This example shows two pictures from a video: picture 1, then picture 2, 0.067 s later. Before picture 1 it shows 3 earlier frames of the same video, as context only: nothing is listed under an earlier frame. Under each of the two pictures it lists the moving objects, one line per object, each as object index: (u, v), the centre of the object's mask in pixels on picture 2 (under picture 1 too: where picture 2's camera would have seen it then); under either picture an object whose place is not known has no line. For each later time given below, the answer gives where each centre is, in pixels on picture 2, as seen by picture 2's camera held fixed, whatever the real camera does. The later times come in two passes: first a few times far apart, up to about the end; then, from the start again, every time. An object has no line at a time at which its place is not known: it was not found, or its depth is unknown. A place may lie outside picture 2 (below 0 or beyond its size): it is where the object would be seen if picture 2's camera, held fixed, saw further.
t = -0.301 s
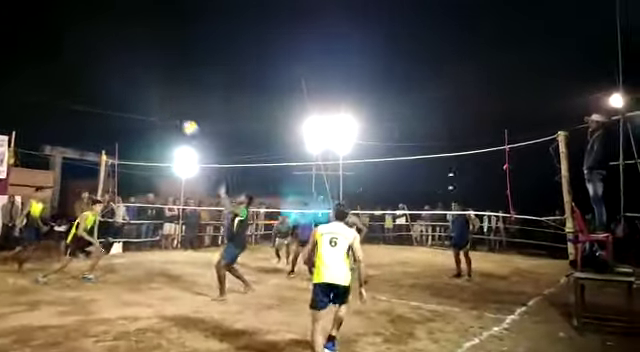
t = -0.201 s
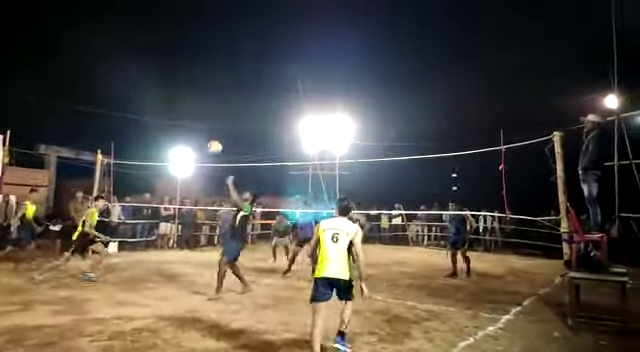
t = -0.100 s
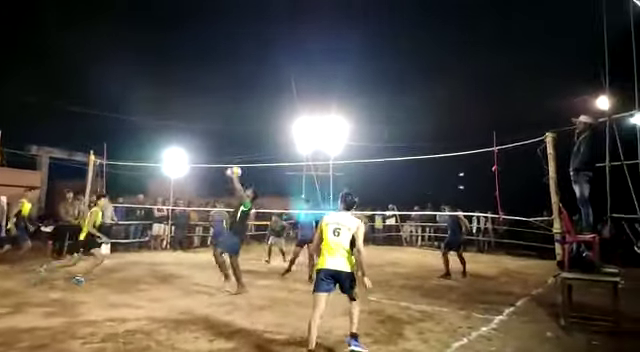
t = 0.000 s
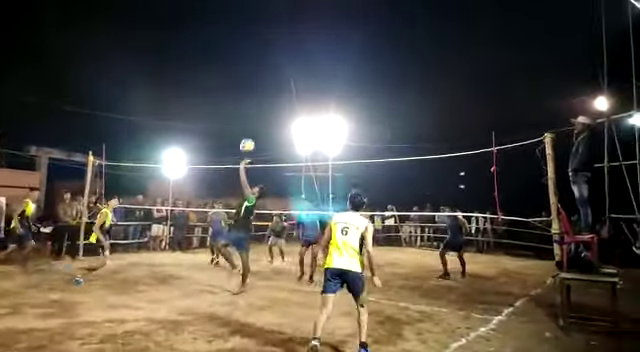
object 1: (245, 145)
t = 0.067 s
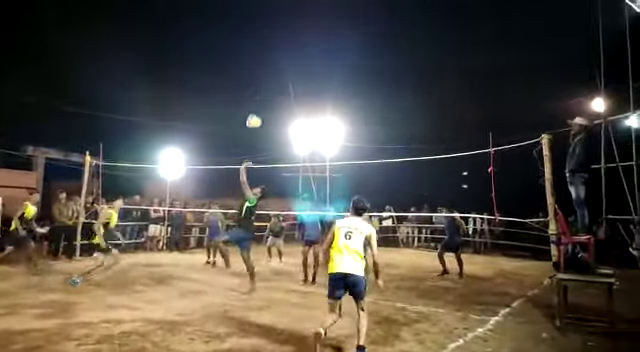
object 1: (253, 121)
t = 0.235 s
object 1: (275, 73)
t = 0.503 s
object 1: (310, 27)
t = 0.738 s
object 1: (340, 22)
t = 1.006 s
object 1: (374, 60)
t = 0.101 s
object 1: (257, 110)
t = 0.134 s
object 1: (261, 100)
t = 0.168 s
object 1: (266, 90)
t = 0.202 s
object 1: (270, 81)
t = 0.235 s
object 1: (275, 73)
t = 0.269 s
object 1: (279, 65)
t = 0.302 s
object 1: (283, 58)
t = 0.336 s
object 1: (288, 51)
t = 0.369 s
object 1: (292, 45)
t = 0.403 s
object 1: (296, 39)
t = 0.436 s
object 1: (301, 35)
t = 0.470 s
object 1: (305, 31)
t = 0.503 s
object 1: (310, 27)
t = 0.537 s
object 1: (314, 24)
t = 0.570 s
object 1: (318, 23)
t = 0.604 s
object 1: (322, 21)
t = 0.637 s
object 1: (327, 20)
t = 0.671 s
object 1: (332, 20)
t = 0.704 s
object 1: (336, 20)
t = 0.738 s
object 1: (340, 22)
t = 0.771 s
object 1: (345, 24)
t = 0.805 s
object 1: (349, 27)
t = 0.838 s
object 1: (353, 30)
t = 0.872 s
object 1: (357, 35)
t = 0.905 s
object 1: (362, 40)
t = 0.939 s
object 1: (366, 46)
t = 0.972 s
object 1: (370, 52)
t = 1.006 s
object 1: (374, 60)
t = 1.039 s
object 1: (379, 67)
